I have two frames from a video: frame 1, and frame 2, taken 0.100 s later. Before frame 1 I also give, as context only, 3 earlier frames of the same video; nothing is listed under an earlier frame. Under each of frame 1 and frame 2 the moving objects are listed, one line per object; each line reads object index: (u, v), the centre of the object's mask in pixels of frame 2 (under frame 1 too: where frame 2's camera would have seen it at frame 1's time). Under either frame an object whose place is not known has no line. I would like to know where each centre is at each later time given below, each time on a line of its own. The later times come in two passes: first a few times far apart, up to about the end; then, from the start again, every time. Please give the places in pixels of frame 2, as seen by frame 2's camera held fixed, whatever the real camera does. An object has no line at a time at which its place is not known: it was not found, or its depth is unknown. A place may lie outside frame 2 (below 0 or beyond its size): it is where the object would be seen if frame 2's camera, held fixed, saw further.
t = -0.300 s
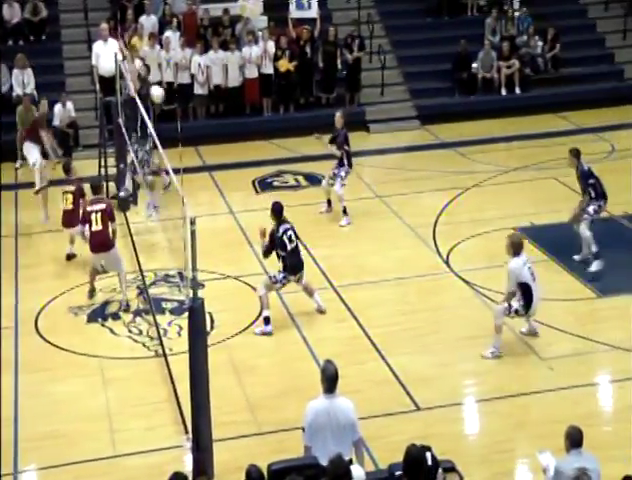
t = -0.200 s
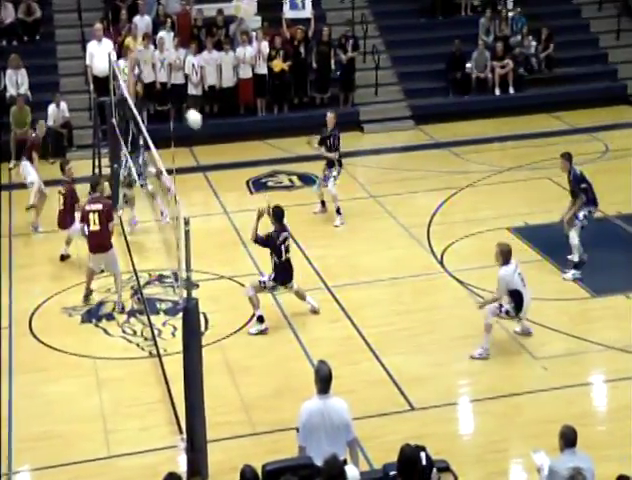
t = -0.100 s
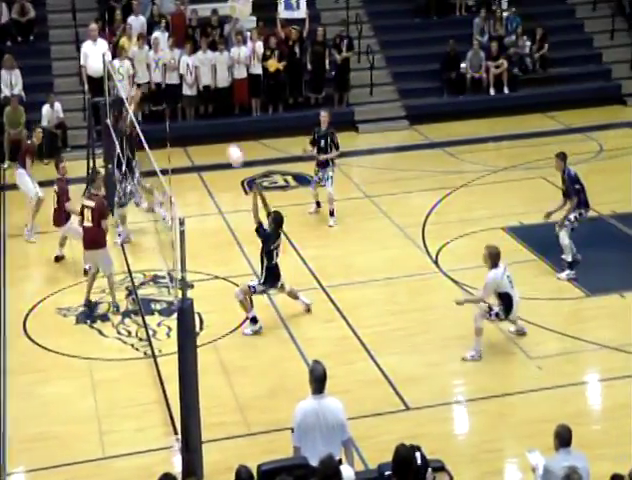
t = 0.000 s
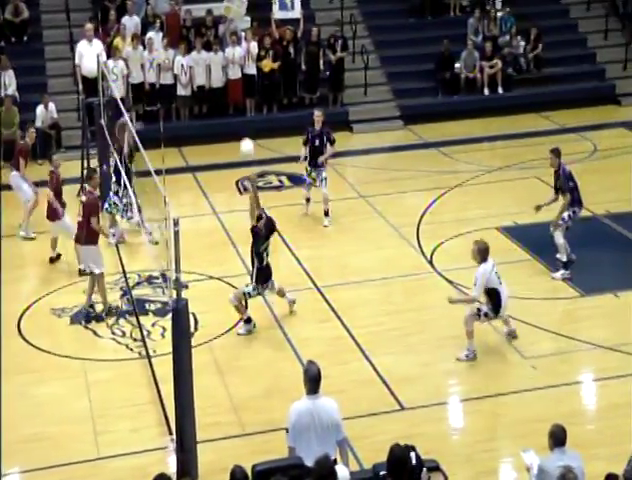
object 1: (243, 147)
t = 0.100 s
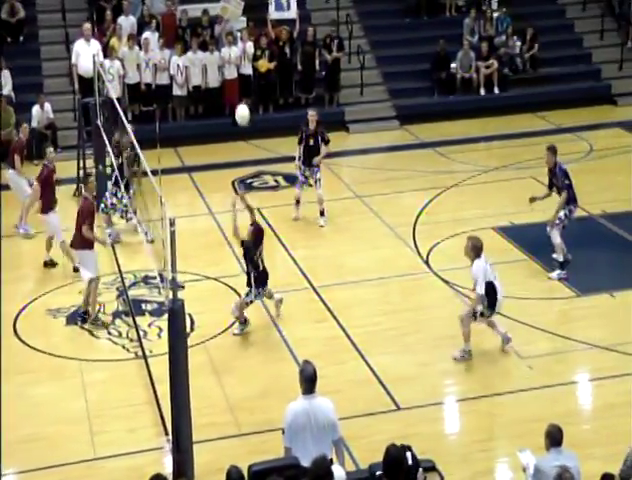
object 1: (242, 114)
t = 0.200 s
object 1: (242, 88)
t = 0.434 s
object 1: (242, 57)
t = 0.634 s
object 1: (245, 76)
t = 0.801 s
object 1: (248, 124)
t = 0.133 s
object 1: (242, 105)
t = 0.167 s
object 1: (242, 96)
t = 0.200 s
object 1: (242, 88)
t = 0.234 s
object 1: (242, 81)
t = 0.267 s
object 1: (242, 75)
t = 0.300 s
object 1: (242, 69)
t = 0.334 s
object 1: (242, 65)
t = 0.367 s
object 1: (242, 63)
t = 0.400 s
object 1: (242, 58)
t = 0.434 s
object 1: (242, 57)
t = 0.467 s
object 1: (242, 58)
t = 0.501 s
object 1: (243, 59)
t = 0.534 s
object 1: (243, 63)
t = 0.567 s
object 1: (244, 66)
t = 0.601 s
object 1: (245, 71)
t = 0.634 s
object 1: (245, 76)
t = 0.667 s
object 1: (245, 84)
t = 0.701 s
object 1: (246, 91)
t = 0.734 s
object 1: (246, 101)
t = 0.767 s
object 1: (247, 112)
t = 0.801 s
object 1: (248, 124)
